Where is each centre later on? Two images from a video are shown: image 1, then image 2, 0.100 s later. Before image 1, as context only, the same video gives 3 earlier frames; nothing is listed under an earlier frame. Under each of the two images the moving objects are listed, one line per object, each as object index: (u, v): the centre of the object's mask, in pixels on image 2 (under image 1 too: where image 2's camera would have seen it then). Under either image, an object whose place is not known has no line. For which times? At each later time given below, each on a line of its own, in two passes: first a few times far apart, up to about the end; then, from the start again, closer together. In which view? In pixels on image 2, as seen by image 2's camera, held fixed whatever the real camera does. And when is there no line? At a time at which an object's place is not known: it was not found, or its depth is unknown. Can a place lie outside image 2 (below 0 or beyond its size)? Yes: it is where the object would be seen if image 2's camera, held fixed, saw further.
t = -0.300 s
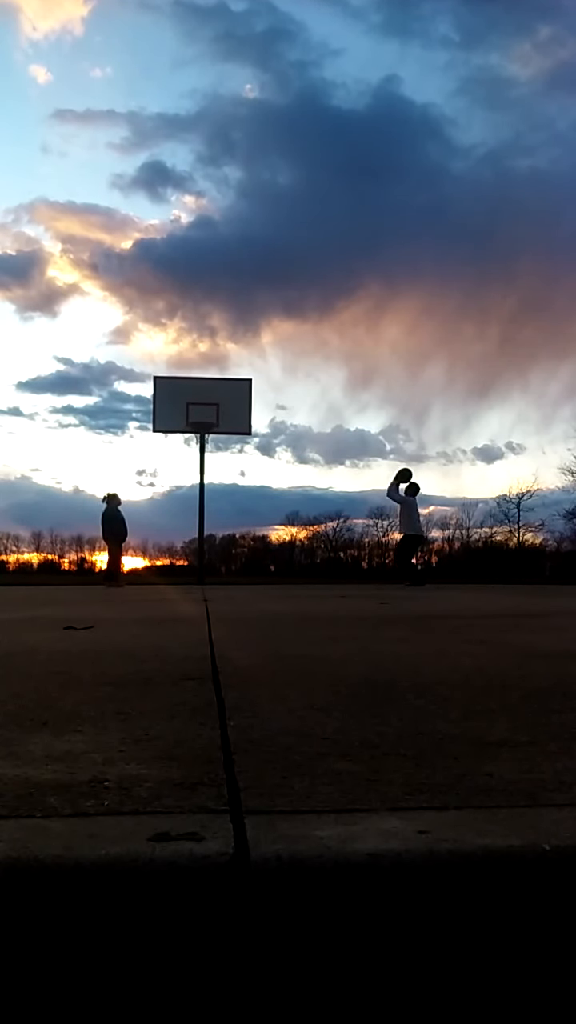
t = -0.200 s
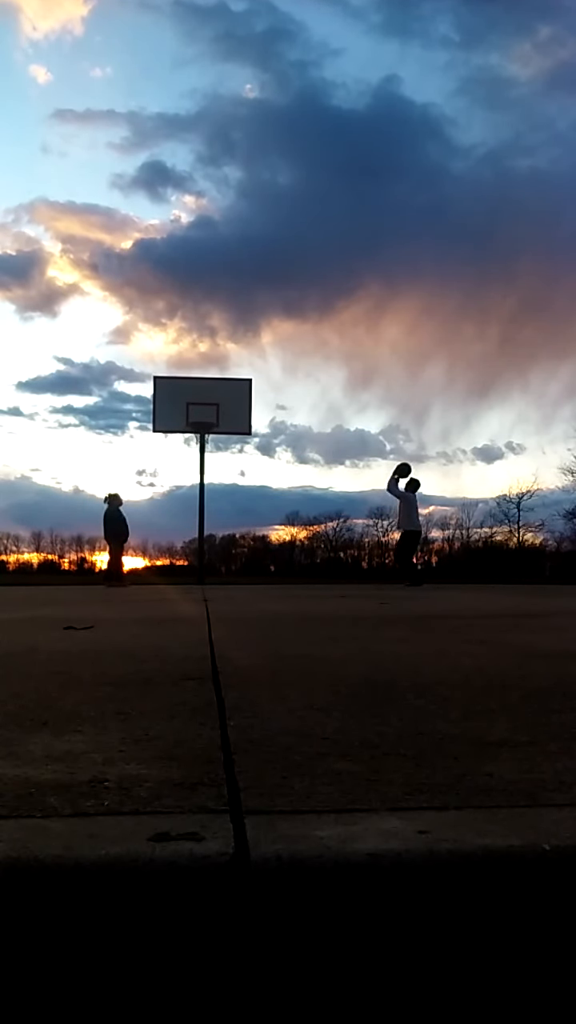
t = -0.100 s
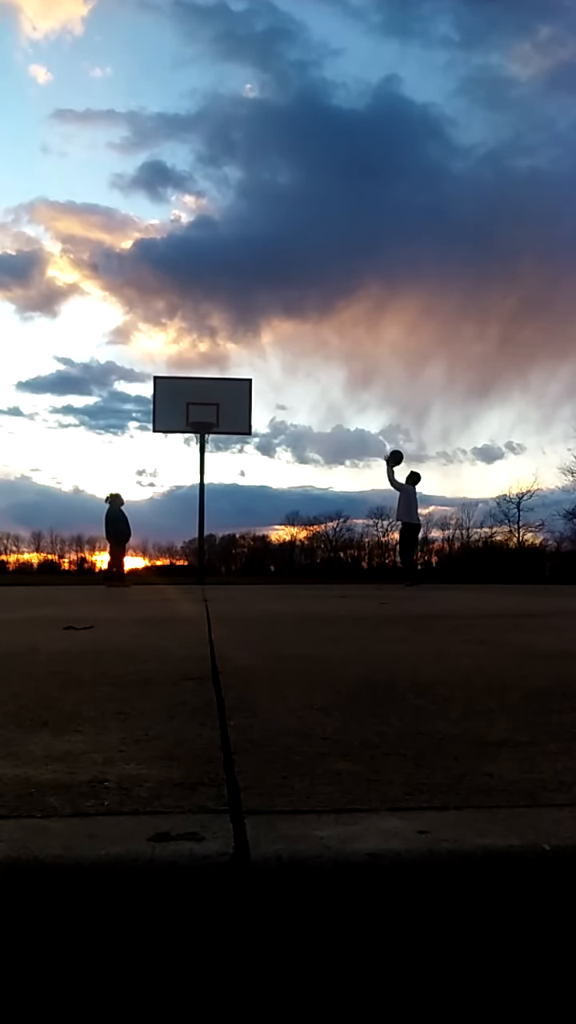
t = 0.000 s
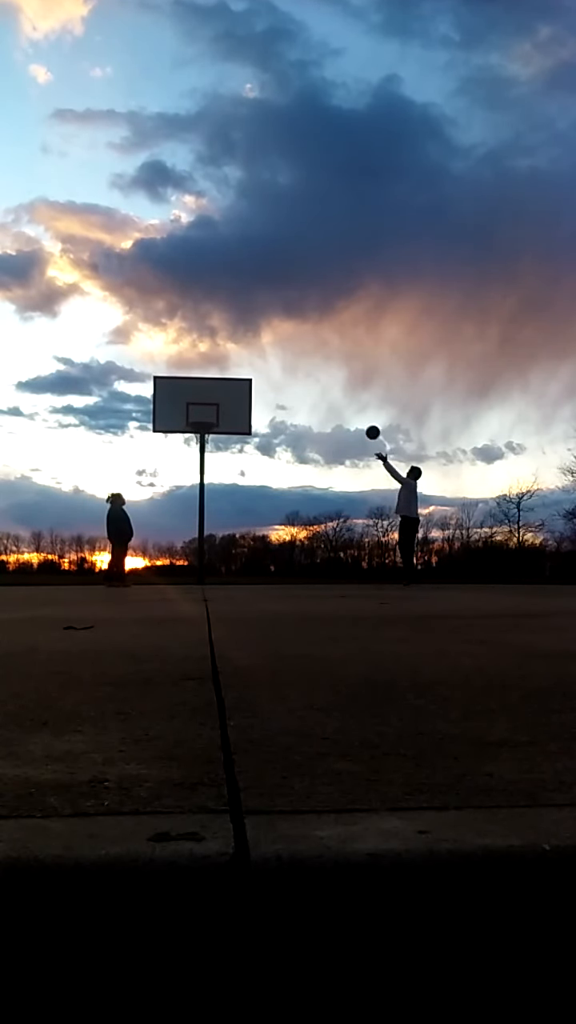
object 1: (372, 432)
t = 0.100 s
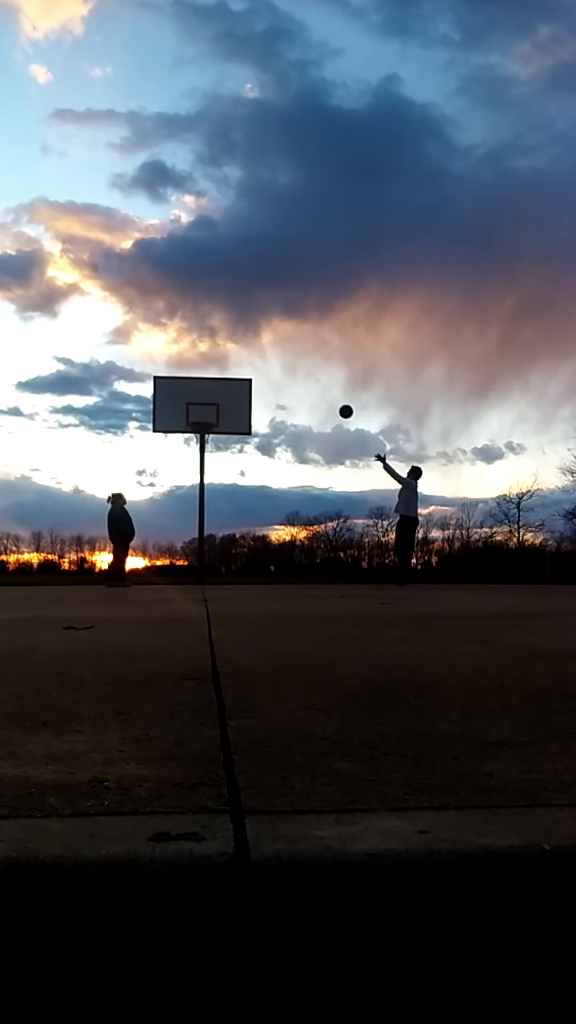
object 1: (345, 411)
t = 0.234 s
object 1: (312, 394)
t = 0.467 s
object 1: (259, 387)
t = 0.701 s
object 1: (211, 409)
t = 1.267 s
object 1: (196, 438)
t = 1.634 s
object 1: (185, 489)
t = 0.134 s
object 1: (337, 406)
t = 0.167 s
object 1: (329, 400)
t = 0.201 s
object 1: (321, 397)
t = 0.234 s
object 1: (312, 394)
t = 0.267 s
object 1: (304, 391)
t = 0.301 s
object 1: (296, 389)
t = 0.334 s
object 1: (289, 387)
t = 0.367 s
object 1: (281, 386)
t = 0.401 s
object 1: (273, 386)
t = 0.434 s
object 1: (266, 386)
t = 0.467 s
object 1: (259, 387)
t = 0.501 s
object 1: (251, 389)
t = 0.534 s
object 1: (244, 392)
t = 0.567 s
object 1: (237, 394)
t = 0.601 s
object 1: (230, 397)
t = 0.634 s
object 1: (223, 400)
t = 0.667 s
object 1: (216, 404)
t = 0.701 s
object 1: (211, 409)
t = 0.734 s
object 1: (205, 412)
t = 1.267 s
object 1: (196, 438)
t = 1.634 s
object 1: (185, 489)
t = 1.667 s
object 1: (184, 497)
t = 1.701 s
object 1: (183, 505)
